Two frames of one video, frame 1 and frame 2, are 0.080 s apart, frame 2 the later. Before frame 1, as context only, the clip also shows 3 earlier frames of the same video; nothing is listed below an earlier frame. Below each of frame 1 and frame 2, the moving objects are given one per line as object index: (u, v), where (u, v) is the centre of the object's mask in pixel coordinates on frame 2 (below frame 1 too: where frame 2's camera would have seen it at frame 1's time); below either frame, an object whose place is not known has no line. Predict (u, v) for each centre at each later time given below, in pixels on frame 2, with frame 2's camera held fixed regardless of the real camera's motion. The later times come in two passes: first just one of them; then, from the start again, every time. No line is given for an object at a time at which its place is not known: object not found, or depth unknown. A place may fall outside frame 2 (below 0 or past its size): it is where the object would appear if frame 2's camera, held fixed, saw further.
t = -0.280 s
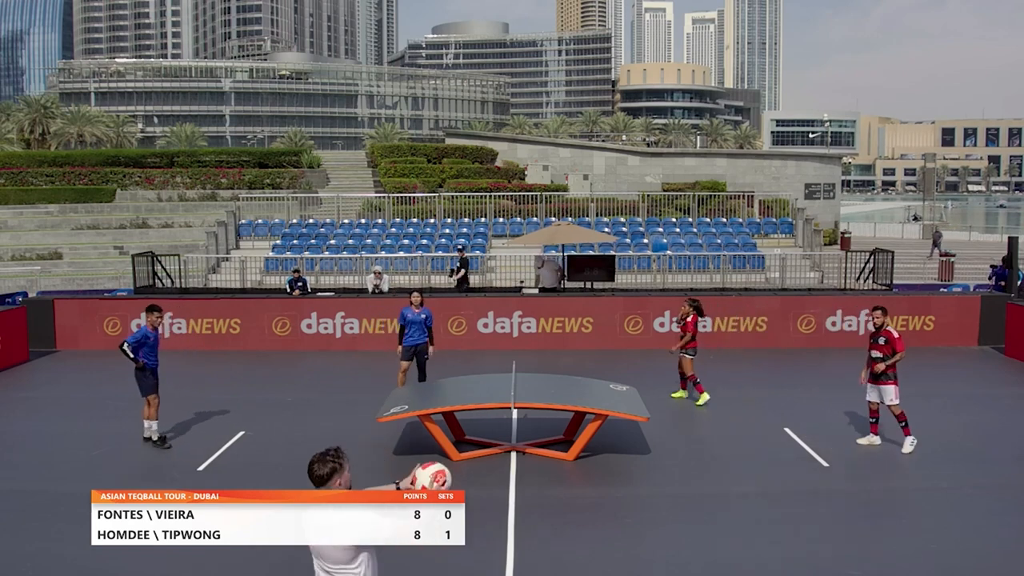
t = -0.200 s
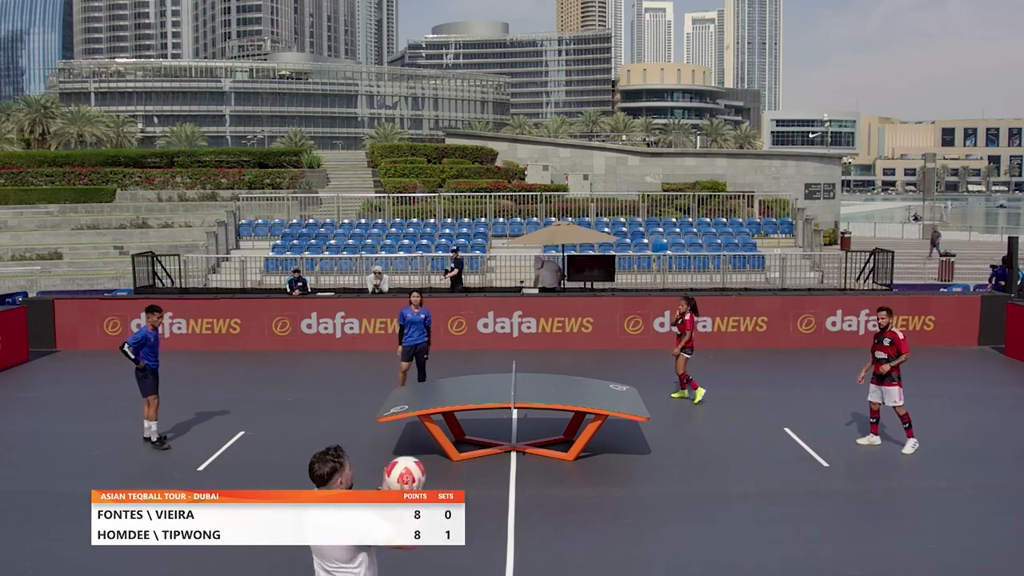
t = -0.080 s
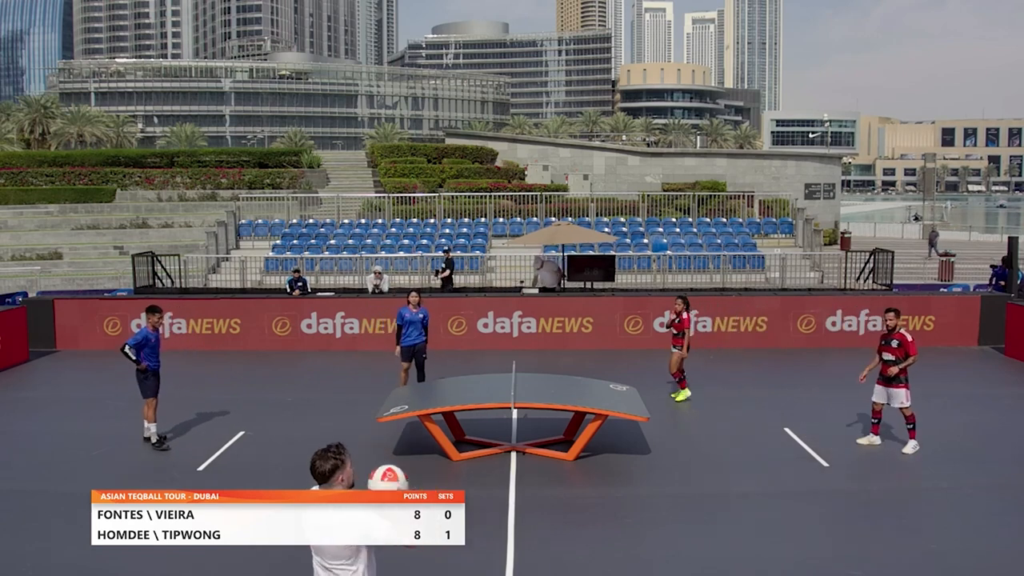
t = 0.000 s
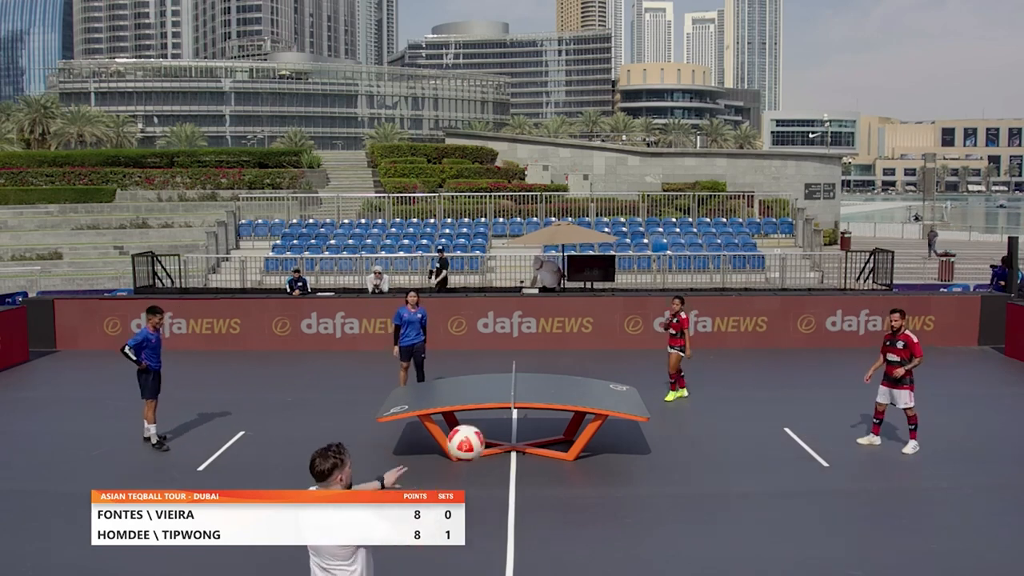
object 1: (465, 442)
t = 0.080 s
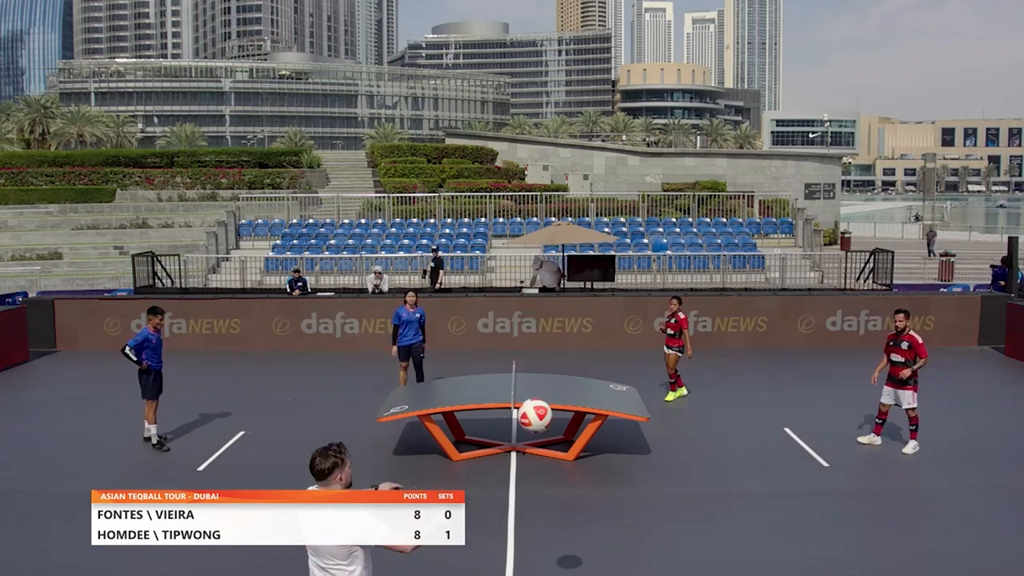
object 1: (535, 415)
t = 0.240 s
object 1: (646, 394)
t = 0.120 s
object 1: (565, 405)
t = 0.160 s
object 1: (594, 399)
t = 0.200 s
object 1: (621, 395)
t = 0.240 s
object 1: (646, 394)
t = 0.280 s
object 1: (669, 394)
